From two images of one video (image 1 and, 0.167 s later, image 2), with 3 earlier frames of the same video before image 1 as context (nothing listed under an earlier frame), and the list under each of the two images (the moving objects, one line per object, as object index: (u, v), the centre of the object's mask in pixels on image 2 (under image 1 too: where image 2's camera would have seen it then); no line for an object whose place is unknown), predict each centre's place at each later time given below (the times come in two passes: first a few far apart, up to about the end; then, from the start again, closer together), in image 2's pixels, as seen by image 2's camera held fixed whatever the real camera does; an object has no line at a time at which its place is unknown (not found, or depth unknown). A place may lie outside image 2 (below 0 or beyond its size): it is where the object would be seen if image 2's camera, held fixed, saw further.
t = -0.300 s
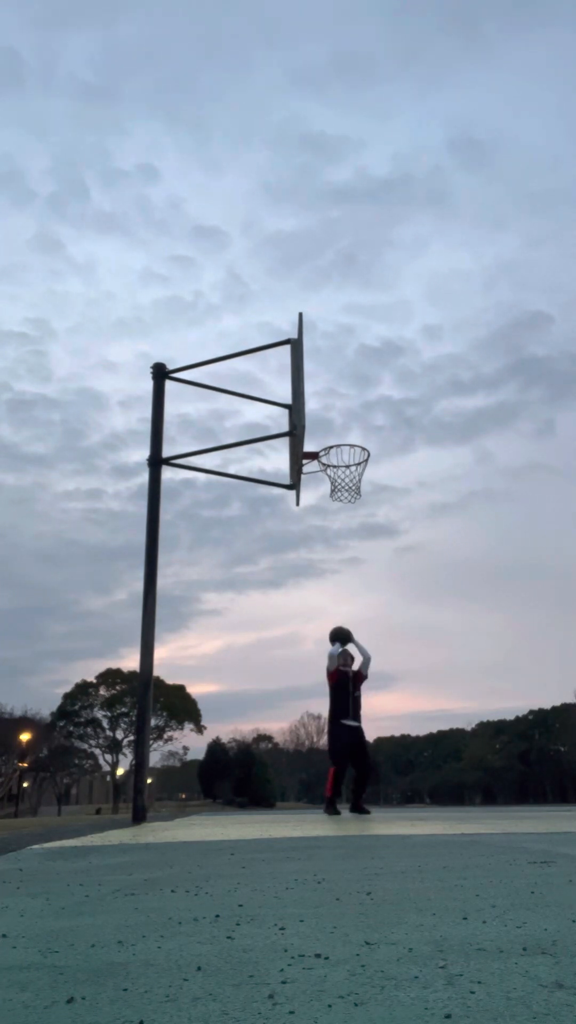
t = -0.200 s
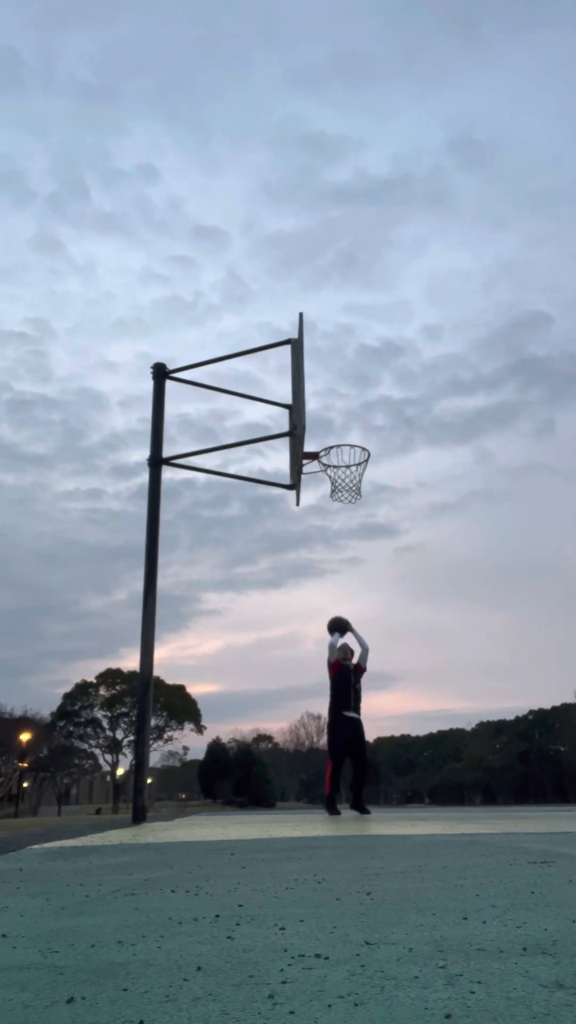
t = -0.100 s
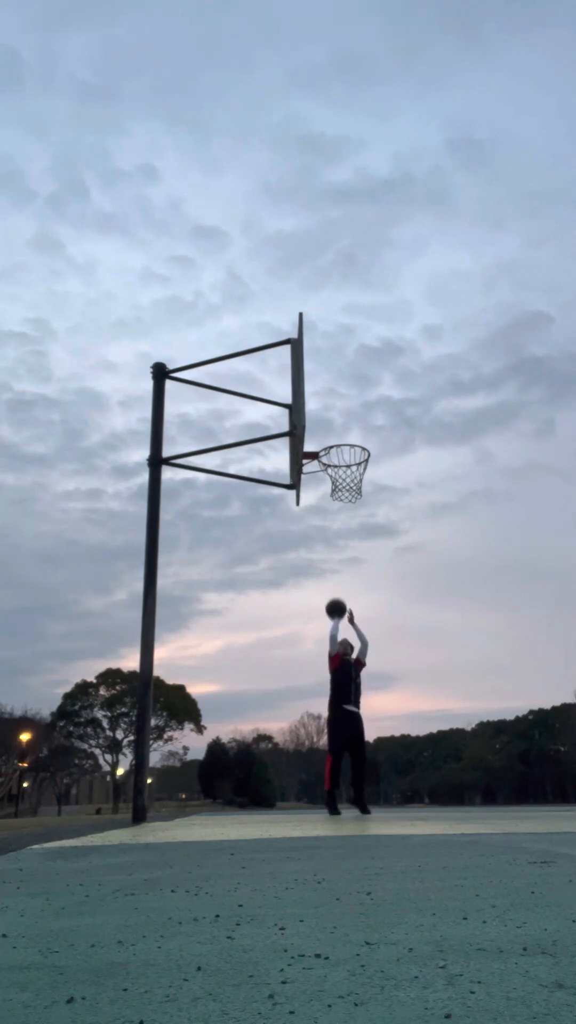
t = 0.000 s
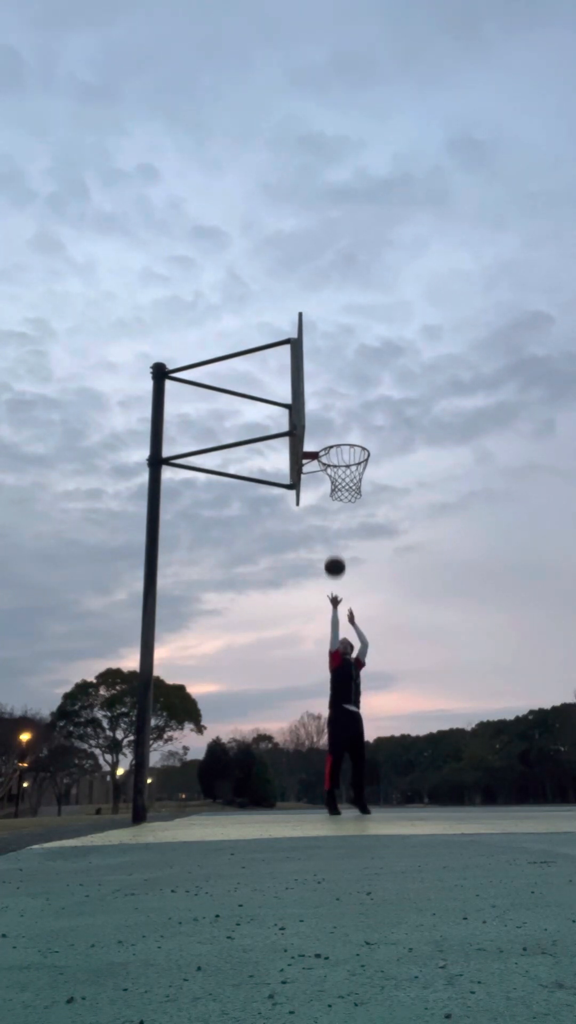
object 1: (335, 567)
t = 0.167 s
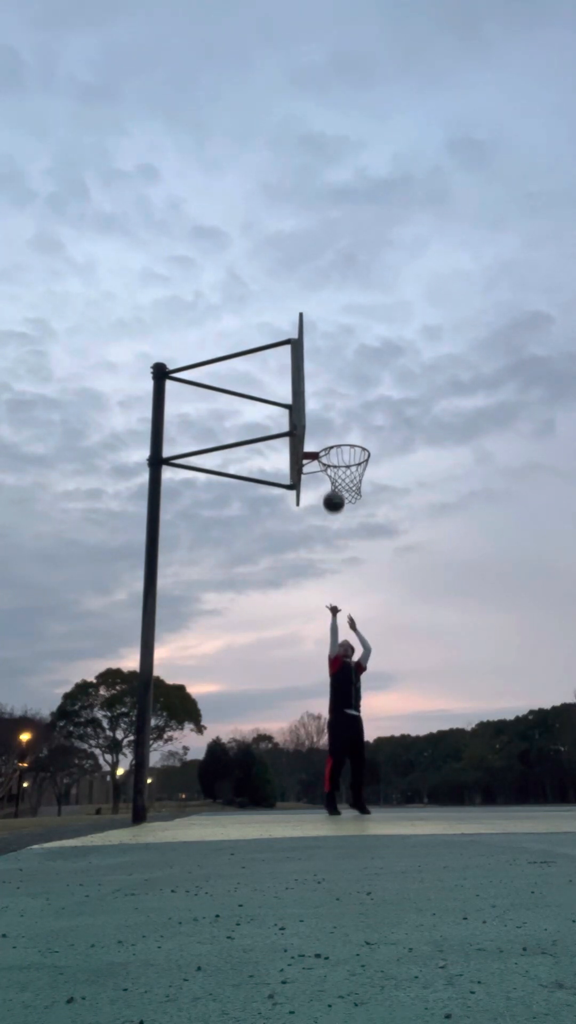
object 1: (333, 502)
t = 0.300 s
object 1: (334, 465)
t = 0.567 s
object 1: (336, 431)
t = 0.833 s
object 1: (347, 454)
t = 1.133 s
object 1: (329, 435)
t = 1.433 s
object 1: (331, 439)
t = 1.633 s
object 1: (344, 468)
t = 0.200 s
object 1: (333, 492)
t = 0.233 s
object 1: (333, 482)
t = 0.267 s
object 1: (333, 473)
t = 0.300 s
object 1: (334, 465)
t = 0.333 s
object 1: (334, 457)
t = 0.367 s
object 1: (334, 451)
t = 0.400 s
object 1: (334, 446)
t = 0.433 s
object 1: (334, 441)
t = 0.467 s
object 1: (335, 437)
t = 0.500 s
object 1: (335, 434)
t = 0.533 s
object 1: (336, 432)
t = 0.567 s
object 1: (336, 431)
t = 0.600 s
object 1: (336, 431)
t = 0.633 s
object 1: (337, 432)
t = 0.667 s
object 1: (338, 433)
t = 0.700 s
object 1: (339, 436)
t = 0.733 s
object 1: (339, 441)
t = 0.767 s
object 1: (341, 445)
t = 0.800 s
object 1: (344, 449)
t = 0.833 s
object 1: (347, 454)
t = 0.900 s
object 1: (345, 447)
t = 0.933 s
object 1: (342, 443)
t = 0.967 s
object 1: (340, 439)
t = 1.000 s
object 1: (338, 436)
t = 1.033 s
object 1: (336, 434)
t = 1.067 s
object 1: (333, 434)
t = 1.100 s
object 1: (331, 434)
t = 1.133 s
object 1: (329, 435)
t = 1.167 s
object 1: (327, 438)
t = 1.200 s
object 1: (327, 435)
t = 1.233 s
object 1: (327, 433)
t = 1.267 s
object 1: (328, 431)
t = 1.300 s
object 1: (328, 431)
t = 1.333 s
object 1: (329, 431)
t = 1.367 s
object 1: (329, 433)
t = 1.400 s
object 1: (330, 436)
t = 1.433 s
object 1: (331, 439)
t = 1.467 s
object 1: (331, 444)
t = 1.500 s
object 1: (334, 447)
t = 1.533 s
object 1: (336, 451)
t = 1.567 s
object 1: (338, 456)
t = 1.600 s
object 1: (341, 461)
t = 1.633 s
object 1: (344, 468)
